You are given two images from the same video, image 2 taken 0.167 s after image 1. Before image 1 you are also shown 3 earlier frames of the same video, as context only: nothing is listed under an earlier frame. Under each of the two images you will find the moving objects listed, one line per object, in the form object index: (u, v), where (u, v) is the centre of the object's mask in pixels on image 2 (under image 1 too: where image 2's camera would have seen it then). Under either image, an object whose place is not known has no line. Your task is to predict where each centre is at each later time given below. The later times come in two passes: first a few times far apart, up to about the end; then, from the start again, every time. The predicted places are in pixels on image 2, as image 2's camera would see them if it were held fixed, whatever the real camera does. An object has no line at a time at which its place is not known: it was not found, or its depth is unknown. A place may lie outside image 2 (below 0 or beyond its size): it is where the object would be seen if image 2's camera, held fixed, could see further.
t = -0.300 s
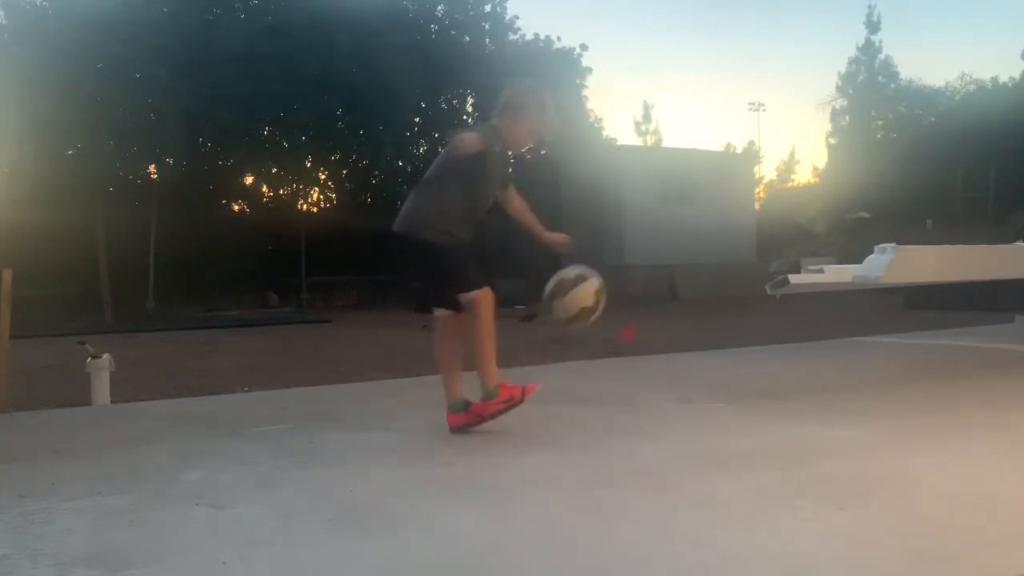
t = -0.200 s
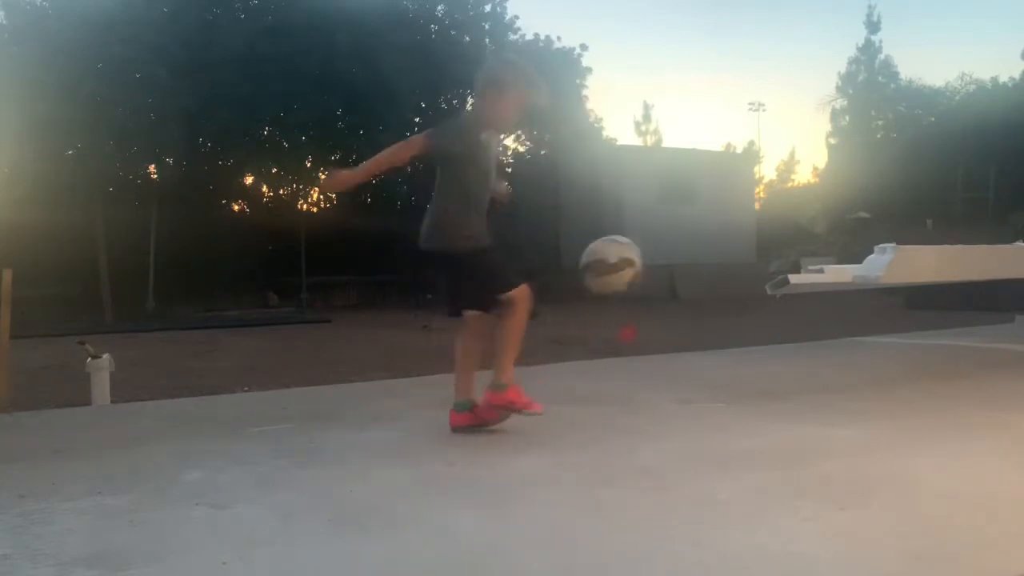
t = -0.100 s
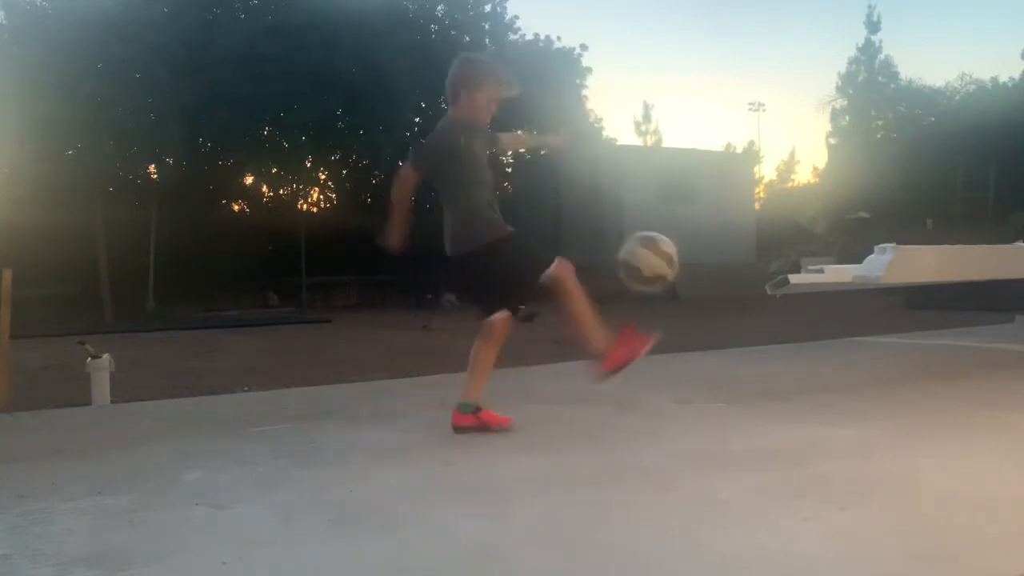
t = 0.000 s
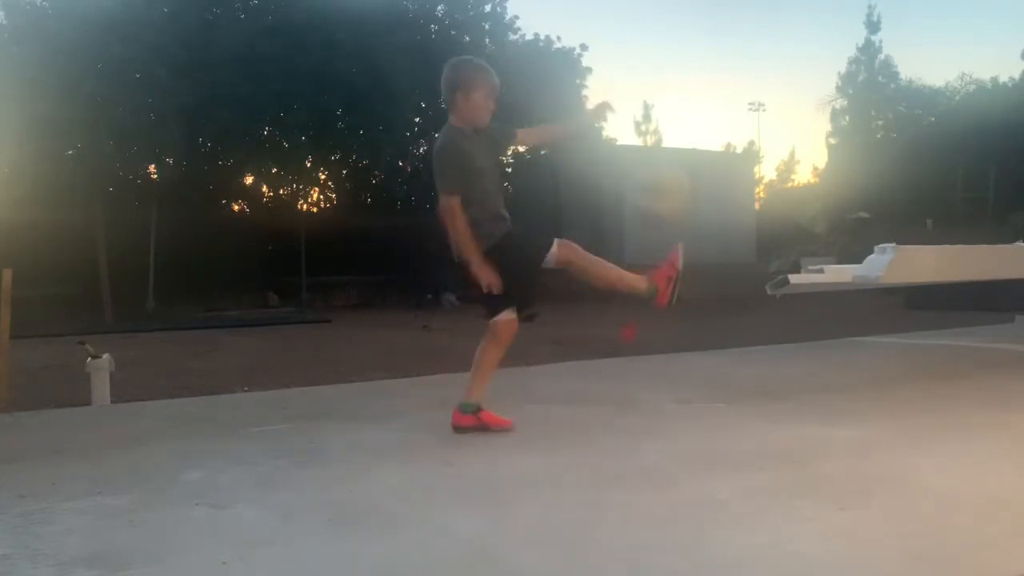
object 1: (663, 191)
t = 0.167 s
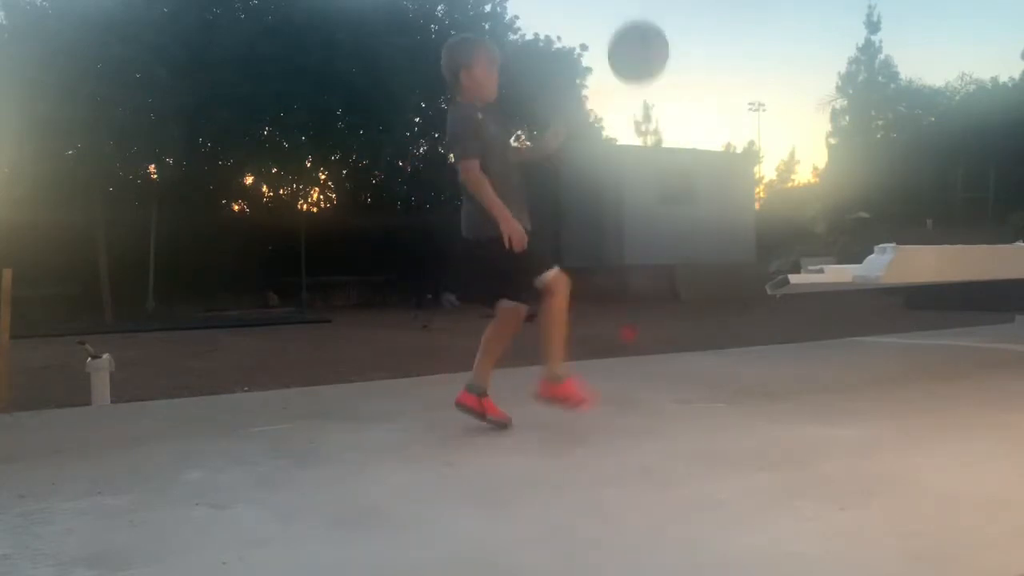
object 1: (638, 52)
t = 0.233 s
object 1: (629, 23)
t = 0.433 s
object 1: (602, 9)
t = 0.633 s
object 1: (578, 72)
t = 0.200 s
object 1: (633, 32)
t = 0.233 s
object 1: (629, 23)
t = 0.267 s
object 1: (624, 16)
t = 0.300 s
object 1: (619, 12)
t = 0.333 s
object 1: (615, 9)
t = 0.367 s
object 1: (610, 8)
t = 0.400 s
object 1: (606, 8)
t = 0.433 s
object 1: (602, 9)
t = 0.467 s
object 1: (598, 12)
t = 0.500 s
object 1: (594, 16)
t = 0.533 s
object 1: (590, 22)
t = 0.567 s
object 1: (586, 31)
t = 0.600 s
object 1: (583, 50)
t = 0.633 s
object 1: (578, 72)
